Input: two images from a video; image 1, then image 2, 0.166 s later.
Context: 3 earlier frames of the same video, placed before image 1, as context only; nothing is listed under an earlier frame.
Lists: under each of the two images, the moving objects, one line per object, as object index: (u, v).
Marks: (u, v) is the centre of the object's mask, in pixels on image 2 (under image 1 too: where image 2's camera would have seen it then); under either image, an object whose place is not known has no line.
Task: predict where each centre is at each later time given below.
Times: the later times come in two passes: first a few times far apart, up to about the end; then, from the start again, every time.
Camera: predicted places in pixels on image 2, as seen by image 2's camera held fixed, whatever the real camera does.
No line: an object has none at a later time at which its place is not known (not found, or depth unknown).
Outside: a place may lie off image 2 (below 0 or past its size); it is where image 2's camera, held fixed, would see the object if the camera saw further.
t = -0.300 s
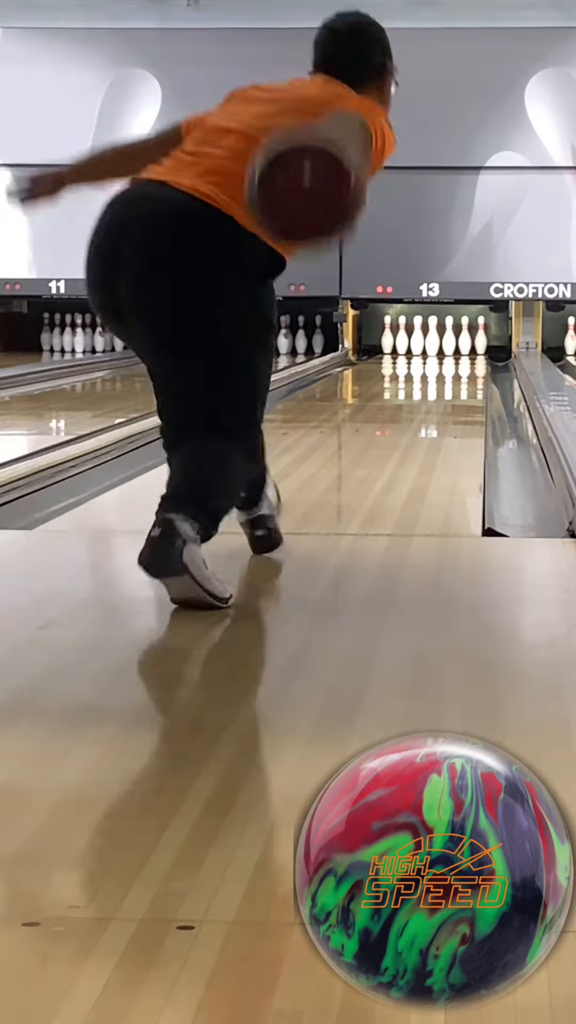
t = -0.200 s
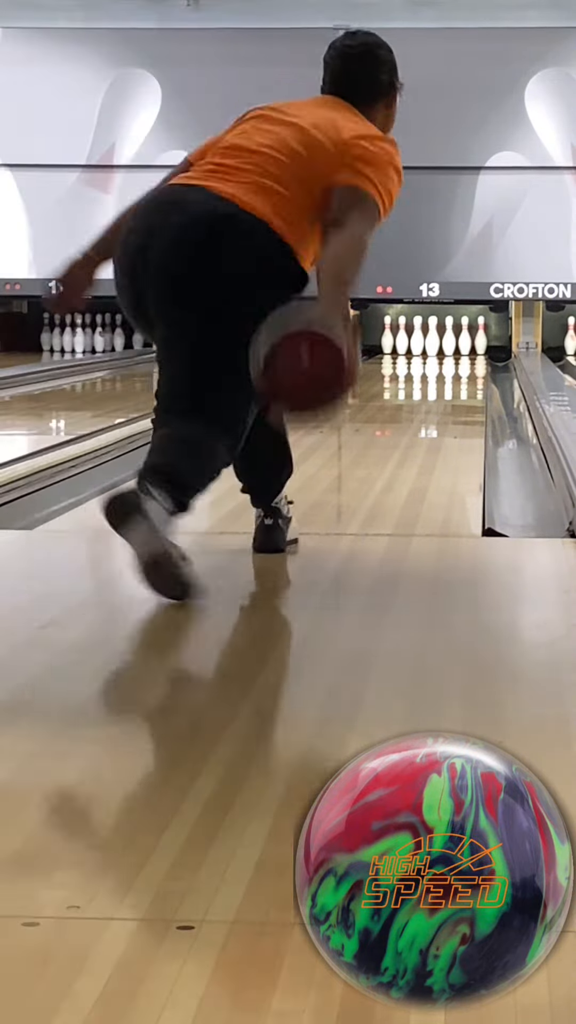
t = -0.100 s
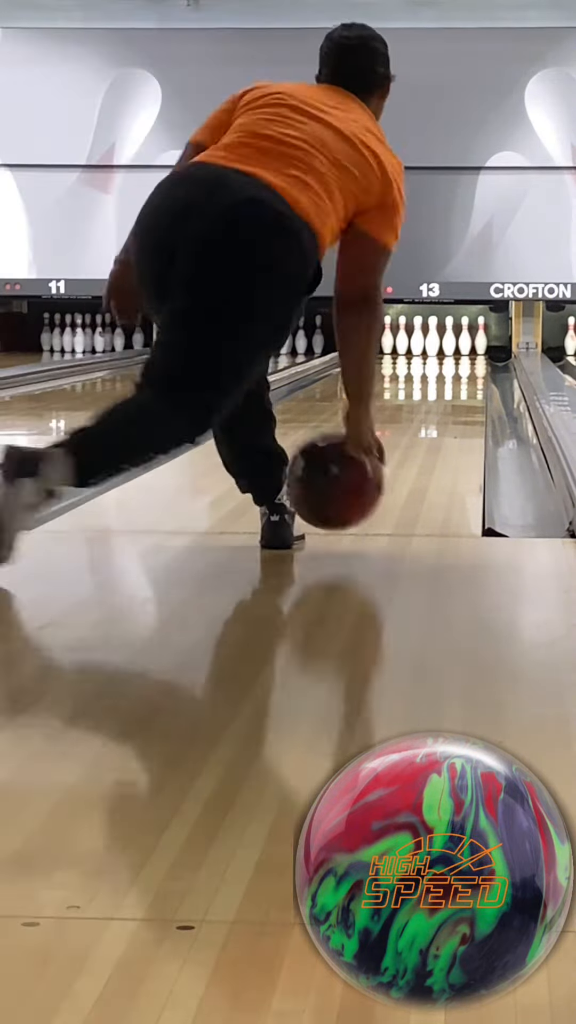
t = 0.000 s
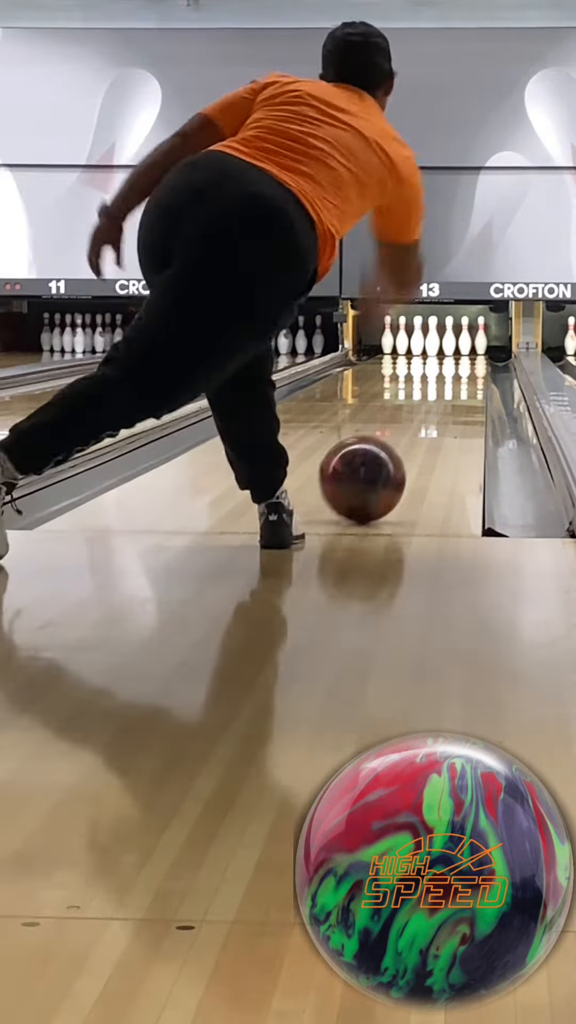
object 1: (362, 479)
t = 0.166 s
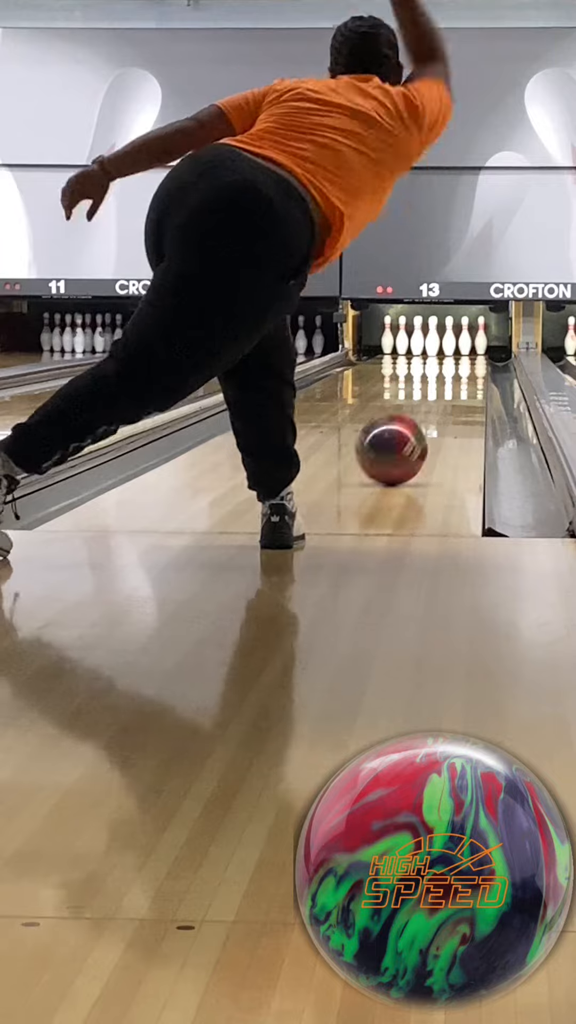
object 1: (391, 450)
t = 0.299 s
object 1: (408, 431)
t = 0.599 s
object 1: (432, 403)
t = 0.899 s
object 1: (447, 385)
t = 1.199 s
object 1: (455, 373)
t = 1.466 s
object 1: (458, 365)
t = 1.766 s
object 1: (459, 358)
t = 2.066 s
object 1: (456, 352)
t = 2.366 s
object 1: (448, 348)
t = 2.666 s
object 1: (441, 345)
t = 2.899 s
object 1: (447, 344)
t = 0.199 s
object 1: (396, 444)
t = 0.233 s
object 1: (400, 441)
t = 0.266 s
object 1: (404, 435)
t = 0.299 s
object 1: (408, 431)
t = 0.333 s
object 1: (411, 428)
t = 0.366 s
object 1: (415, 424)
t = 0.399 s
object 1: (418, 420)
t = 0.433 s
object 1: (421, 417)
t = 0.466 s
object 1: (423, 413)
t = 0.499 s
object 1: (426, 410)
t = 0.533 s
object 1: (428, 408)
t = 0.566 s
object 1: (430, 405)
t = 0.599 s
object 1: (432, 403)
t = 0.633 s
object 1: (434, 401)
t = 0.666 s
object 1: (436, 399)
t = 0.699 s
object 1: (438, 397)
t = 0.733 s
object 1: (440, 394)
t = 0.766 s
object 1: (441, 393)
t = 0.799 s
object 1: (443, 391)
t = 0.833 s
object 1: (444, 389)
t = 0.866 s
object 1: (445, 387)
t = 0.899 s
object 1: (447, 385)
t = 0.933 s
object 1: (448, 383)
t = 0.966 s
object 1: (449, 382)
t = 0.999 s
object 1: (450, 380)
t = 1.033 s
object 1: (451, 379)
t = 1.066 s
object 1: (452, 378)
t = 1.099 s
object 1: (453, 377)
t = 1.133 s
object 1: (453, 376)
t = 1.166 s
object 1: (455, 374)
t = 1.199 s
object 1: (455, 373)
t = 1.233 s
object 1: (456, 372)
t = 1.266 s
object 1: (457, 371)
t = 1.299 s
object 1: (457, 369)
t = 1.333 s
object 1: (457, 368)
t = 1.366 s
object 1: (457, 367)
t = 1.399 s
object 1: (458, 367)
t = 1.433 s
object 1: (458, 366)
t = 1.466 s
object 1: (458, 365)
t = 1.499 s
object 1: (459, 364)
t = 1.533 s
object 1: (459, 363)
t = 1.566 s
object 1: (459, 362)
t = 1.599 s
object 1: (459, 361)
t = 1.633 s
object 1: (459, 361)
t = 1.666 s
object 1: (459, 360)
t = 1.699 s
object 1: (459, 359)
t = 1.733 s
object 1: (459, 359)
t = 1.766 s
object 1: (459, 358)
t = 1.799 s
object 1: (459, 357)
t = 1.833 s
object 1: (459, 356)
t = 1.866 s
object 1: (459, 355)
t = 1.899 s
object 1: (458, 355)
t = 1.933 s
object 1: (458, 354)
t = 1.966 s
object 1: (457, 353)
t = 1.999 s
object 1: (457, 353)
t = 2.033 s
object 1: (456, 353)
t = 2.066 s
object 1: (456, 352)
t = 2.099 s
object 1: (455, 351)
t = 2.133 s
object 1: (454, 351)
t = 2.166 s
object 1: (454, 351)
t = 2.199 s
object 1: (453, 350)
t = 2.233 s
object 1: (452, 350)
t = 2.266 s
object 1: (451, 350)
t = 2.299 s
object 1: (450, 350)
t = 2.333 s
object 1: (449, 349)
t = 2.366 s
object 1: (448, 348)
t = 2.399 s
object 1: (447, 348)
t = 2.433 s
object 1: (446, 348)
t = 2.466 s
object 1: (445, 347)
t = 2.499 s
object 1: (443, 346)
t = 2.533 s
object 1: (441, 346)
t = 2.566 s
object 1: (441, 346)
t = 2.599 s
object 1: (442, 346)
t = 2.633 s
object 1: (442, 345)
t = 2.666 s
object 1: (441, 345)
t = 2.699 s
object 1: (441, 345)
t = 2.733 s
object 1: (443, 346)
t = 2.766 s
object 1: (443, 345)
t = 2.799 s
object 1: (444, 345)
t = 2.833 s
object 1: (445, 344)
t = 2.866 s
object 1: (446, 344)
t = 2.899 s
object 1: (447, 344)
